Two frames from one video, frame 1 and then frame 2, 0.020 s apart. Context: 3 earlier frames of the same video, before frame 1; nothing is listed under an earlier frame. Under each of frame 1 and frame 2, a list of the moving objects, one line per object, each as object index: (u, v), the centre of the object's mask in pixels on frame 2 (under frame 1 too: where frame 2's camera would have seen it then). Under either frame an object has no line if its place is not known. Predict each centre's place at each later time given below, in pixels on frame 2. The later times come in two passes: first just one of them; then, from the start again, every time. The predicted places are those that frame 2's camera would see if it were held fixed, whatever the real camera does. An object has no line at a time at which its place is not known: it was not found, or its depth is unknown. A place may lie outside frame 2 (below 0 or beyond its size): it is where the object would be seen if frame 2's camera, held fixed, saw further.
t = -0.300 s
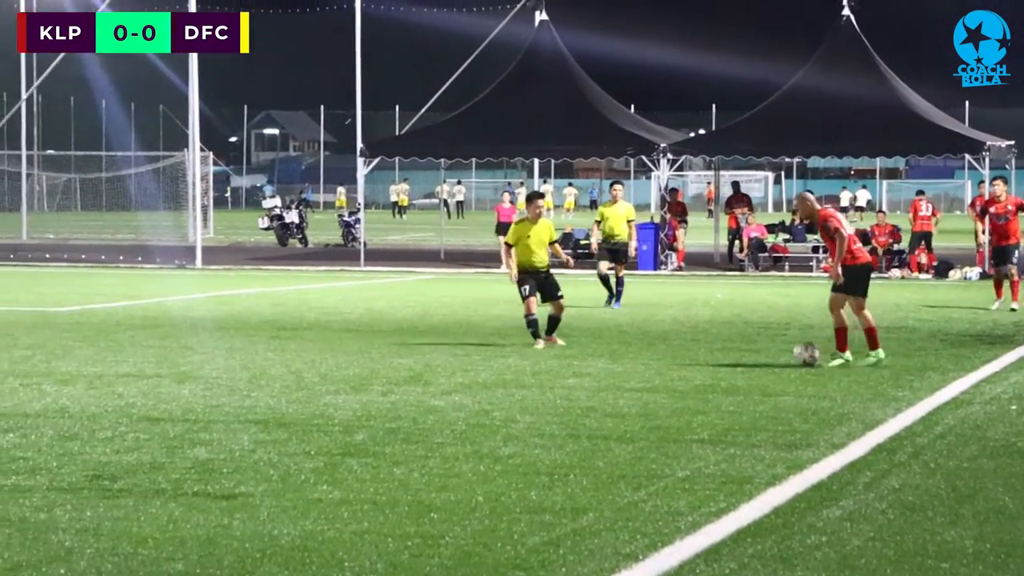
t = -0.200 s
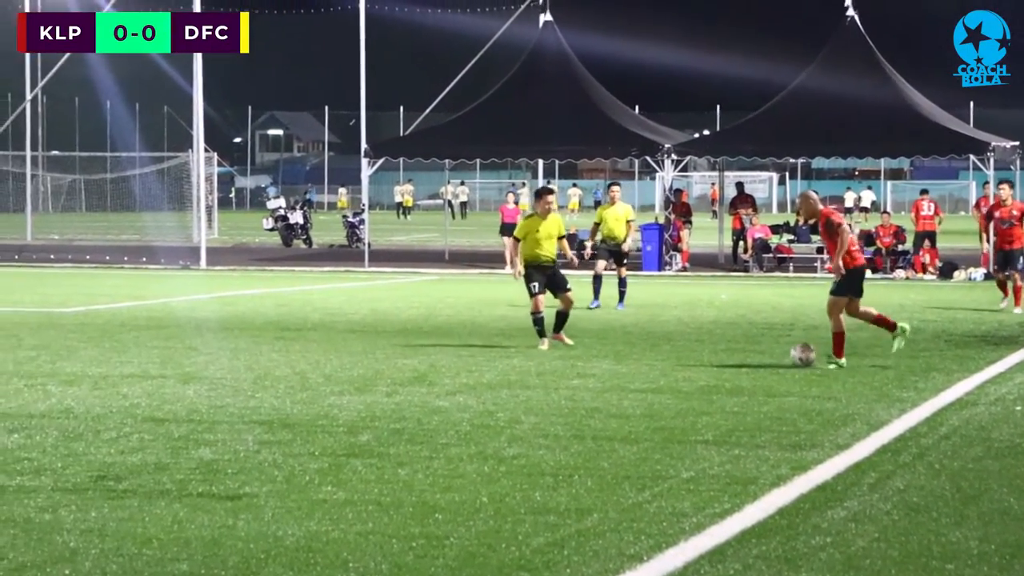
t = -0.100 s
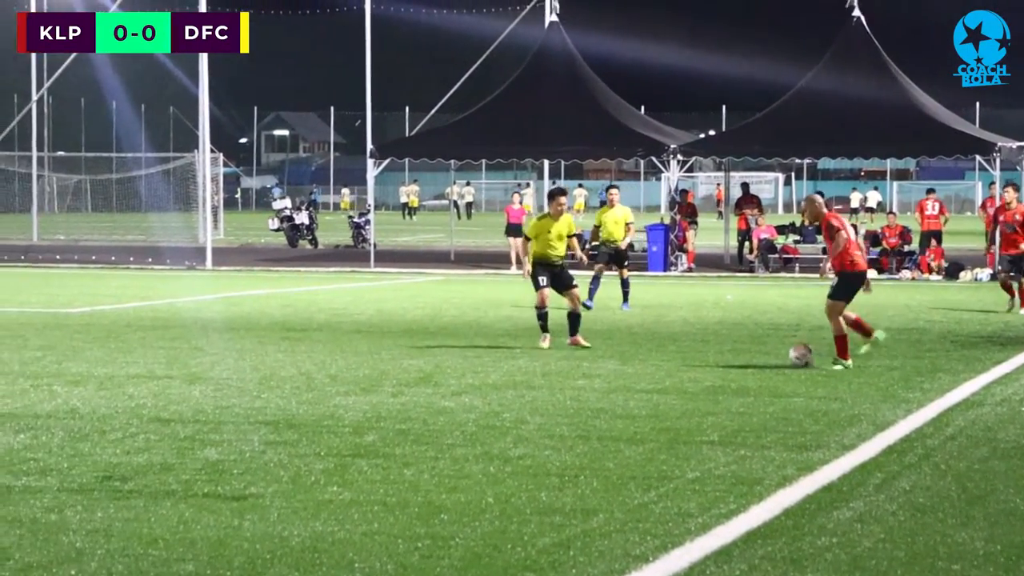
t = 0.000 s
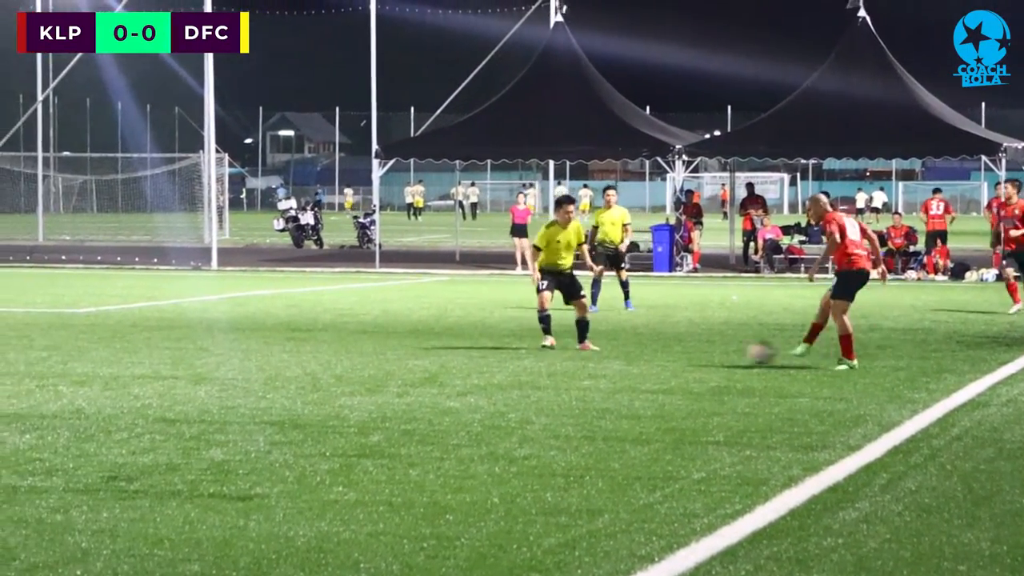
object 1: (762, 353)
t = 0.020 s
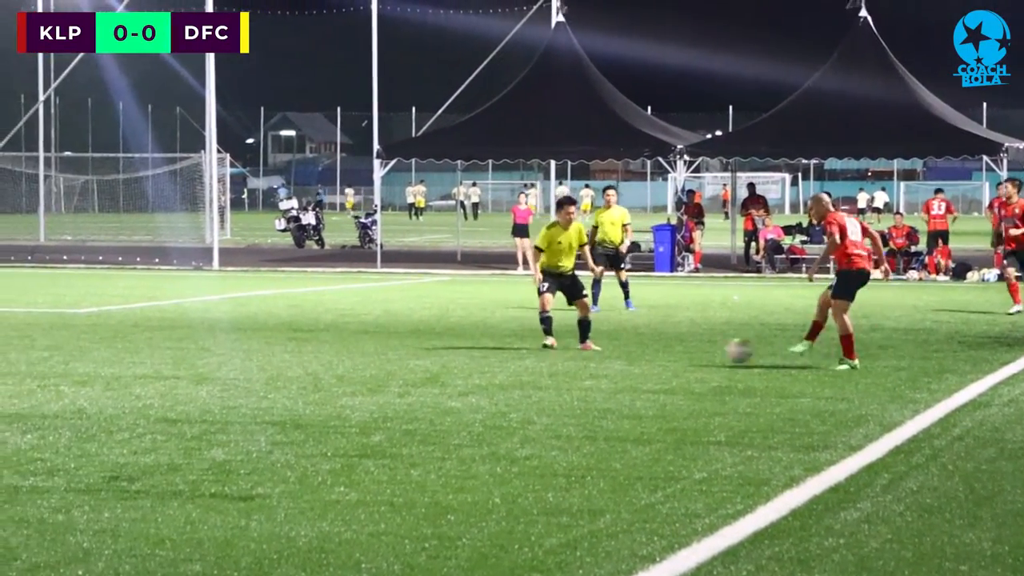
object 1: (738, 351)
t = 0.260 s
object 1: (473, 352)
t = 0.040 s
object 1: (717, 349)
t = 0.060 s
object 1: (693, 349)
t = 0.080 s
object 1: (670, 349)
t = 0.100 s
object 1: (646, 349)
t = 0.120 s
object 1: (624, 350)
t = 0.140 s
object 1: (599, 351)
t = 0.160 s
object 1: (576, 353)
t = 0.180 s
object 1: (553, 354)
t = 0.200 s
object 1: (532, 354)
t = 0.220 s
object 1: (512, 354)
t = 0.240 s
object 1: (493, 352)
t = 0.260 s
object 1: (473, 352)
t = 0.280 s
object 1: (453, 352)
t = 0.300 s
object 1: (432, 352)
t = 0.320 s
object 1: (413, 353)
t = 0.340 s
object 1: (393, 354)
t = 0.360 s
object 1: (373, 354)
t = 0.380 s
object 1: (356, 354)
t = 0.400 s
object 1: (339, 353)
